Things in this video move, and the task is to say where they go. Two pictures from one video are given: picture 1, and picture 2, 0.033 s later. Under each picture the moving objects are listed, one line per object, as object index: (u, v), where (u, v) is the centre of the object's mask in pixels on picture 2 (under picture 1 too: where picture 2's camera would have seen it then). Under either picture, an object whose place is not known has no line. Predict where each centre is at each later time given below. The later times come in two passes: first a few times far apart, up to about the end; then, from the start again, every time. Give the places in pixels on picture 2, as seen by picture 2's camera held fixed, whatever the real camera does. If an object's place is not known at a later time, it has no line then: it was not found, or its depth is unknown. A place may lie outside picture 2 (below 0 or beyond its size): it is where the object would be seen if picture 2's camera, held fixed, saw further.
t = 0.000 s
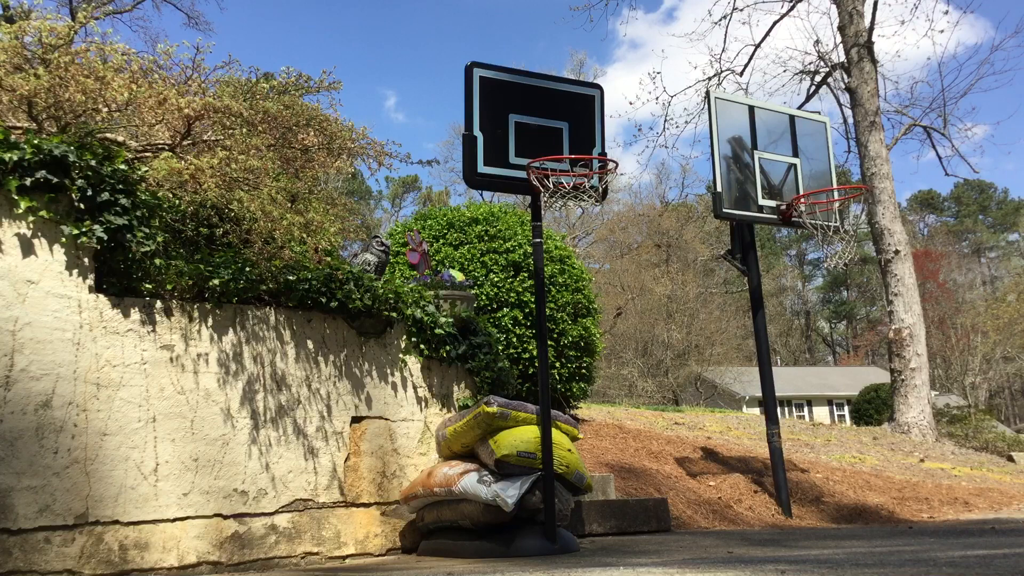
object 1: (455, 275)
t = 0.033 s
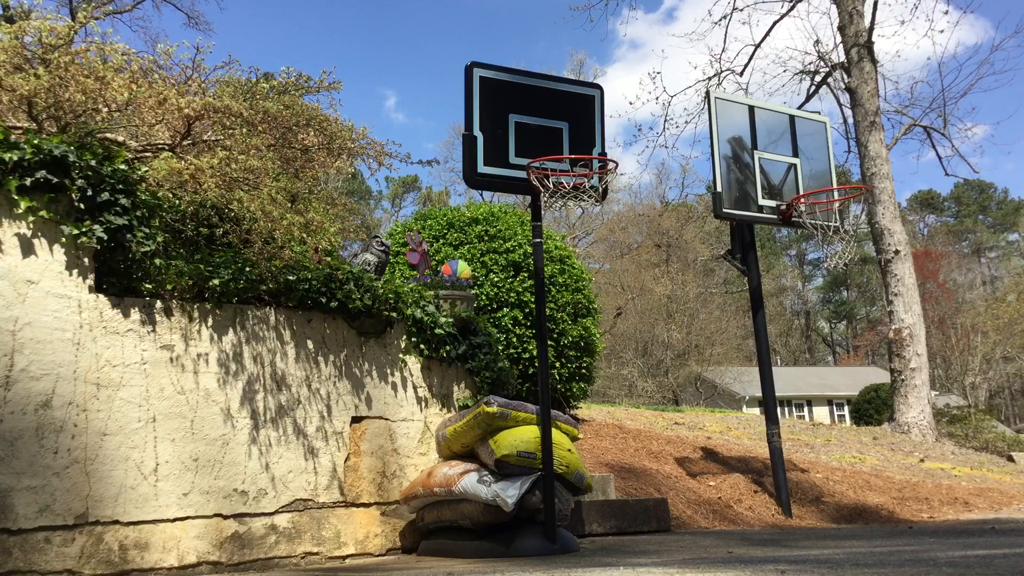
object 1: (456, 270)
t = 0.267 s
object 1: (493, 247)
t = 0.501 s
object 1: (529, 292)
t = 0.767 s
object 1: (597, 444)
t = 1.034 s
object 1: (709, 418)
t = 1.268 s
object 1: (833, 468)
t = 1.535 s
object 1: (978, 444)
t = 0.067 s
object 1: (461, 265)
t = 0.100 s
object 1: (466, 260)
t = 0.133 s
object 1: (471, 254)
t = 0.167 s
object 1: (476, 250)
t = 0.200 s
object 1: (482, 248)
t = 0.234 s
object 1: (488, 247)
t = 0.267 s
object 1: (493, 247)
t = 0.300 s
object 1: (499, 248)
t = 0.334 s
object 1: (505, 252)
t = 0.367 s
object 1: (511, 258)
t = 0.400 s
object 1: (518, 263)
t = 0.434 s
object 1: (522, 271)
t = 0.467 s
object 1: (526, 281)
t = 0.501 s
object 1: (529, 292)
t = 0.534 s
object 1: (552, 305)
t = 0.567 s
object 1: (556, 320)
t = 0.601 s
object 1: (560, 337)
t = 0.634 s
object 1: (566, 354)
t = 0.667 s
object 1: (573, 375)
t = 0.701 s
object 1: (581, 396)
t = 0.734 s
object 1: (589, 418)
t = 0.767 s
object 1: (597, 444)
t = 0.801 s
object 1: (608, 455)
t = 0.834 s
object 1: (621, 445)
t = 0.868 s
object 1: (635, 436)
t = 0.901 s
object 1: (650, 429)
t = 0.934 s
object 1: (664, 424)
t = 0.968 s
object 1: (679, 421)
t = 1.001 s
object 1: (694, 419)
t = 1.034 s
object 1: (709, 418)
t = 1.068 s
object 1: (725, 419)
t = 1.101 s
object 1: (742, 422)
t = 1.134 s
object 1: (759, 427)
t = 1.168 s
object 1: (777, 434)
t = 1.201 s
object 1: (795, 443)
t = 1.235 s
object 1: (814, 455)
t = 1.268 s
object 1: (833, 468)
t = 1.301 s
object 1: (853, 484)
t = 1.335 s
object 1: (873, 501)
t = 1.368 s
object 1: (892, 508)
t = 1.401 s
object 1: (909, 491)
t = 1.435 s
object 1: (925, 477)
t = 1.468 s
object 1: (943, 464)
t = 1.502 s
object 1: (960, 453)
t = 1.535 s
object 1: (978, 444)
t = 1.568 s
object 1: (996, 436)
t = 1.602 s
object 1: (1011, 429)
